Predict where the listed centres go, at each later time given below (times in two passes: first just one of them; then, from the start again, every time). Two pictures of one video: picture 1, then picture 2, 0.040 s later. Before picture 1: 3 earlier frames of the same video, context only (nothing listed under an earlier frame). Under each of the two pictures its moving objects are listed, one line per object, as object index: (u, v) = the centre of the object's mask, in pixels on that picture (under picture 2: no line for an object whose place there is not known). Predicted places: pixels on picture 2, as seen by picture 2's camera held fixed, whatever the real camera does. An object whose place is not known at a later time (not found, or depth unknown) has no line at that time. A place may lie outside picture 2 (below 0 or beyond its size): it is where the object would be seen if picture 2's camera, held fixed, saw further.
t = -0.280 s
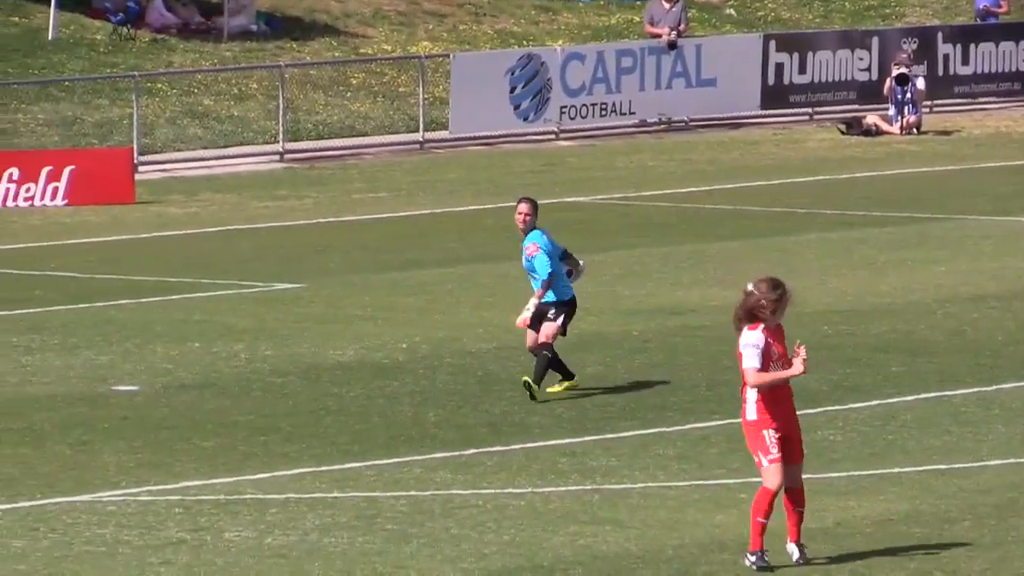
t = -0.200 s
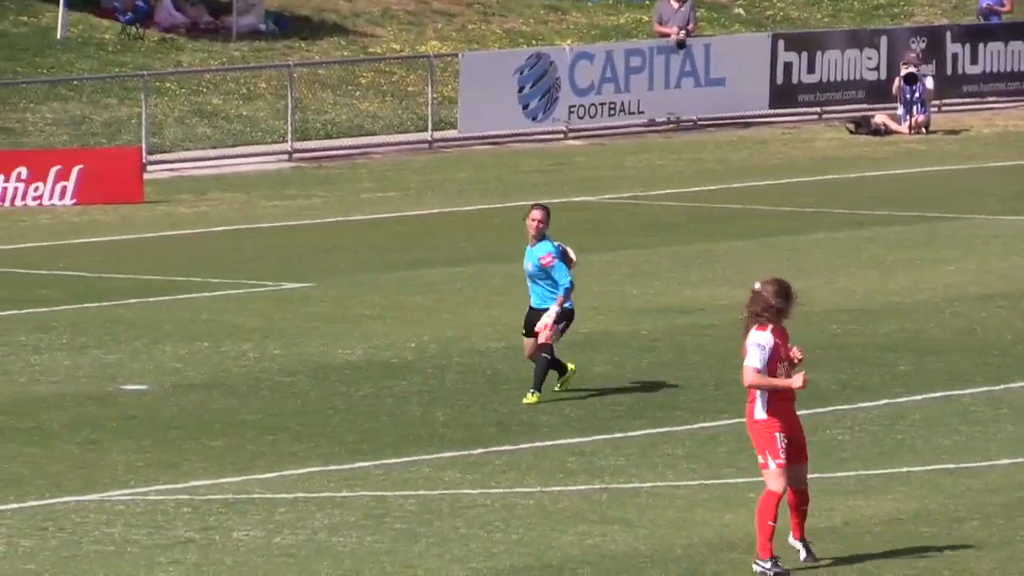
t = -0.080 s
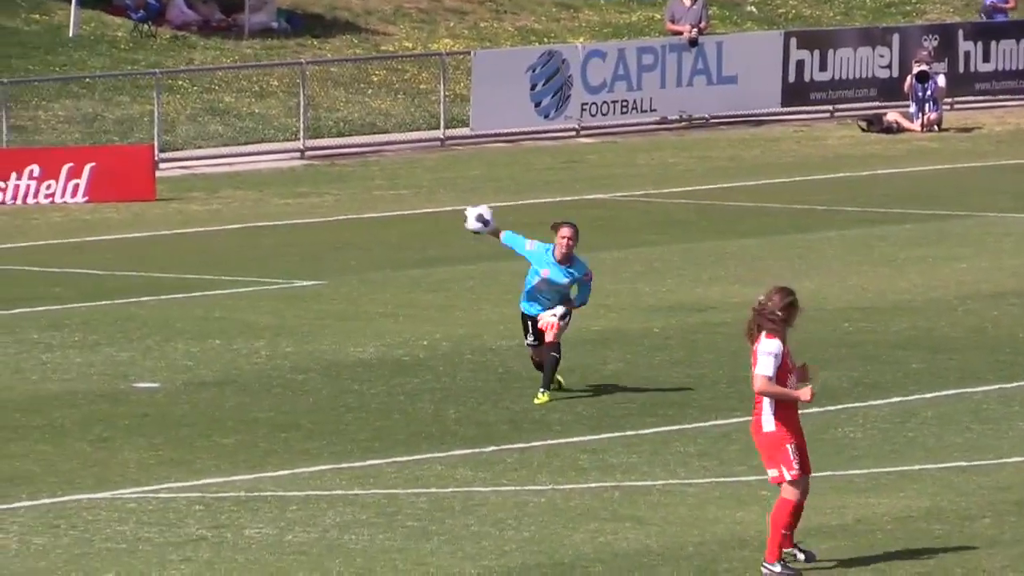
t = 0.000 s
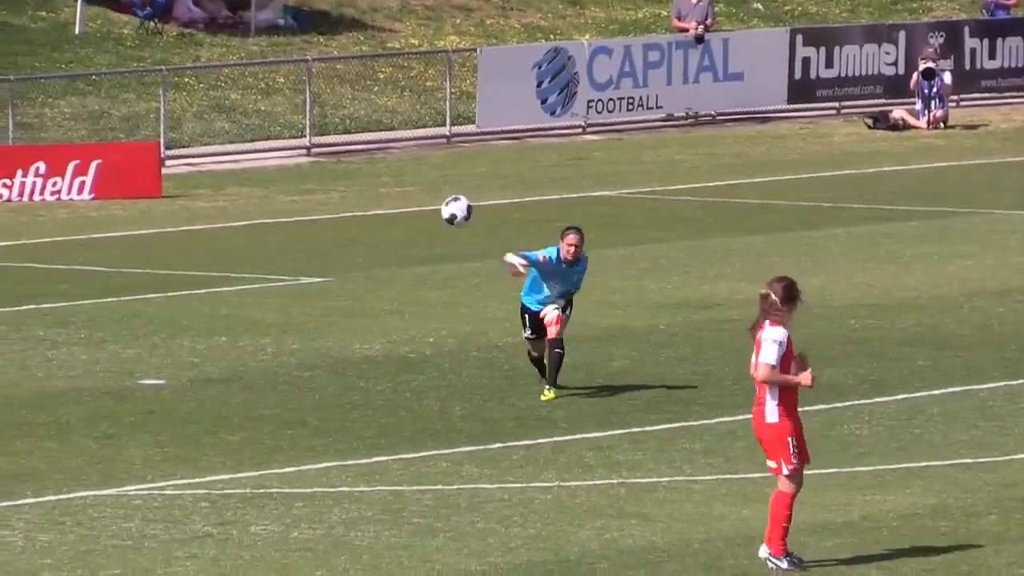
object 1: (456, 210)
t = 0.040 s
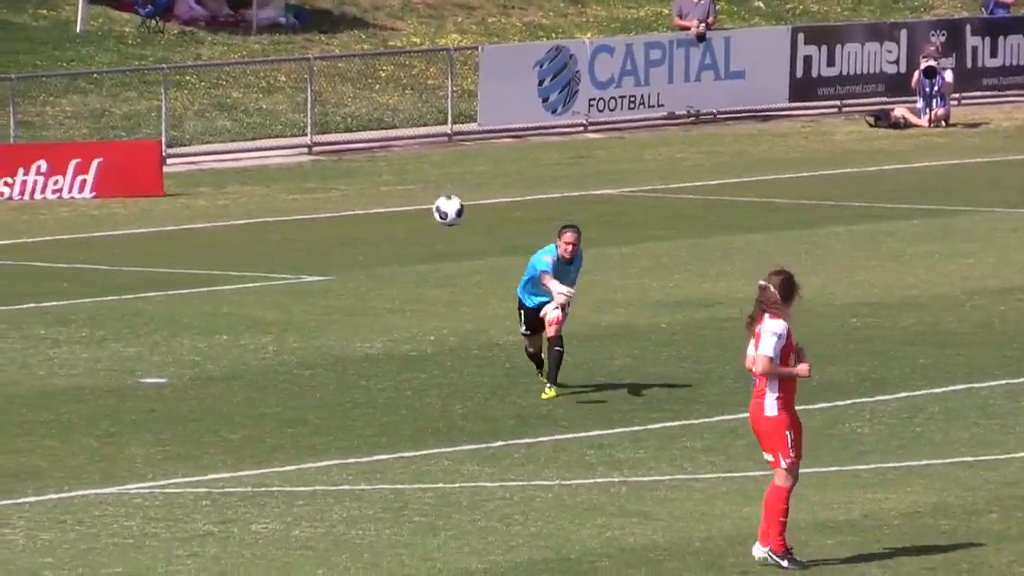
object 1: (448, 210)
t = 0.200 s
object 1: (406, 230)
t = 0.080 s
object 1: (438, 213)
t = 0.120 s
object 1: (428, 217)
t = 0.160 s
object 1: (417, 222)
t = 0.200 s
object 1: (406, 230)
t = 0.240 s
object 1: (395, 241)
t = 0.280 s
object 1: (383, 252)
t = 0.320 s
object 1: (371, 265)
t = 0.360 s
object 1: (357, 282)
